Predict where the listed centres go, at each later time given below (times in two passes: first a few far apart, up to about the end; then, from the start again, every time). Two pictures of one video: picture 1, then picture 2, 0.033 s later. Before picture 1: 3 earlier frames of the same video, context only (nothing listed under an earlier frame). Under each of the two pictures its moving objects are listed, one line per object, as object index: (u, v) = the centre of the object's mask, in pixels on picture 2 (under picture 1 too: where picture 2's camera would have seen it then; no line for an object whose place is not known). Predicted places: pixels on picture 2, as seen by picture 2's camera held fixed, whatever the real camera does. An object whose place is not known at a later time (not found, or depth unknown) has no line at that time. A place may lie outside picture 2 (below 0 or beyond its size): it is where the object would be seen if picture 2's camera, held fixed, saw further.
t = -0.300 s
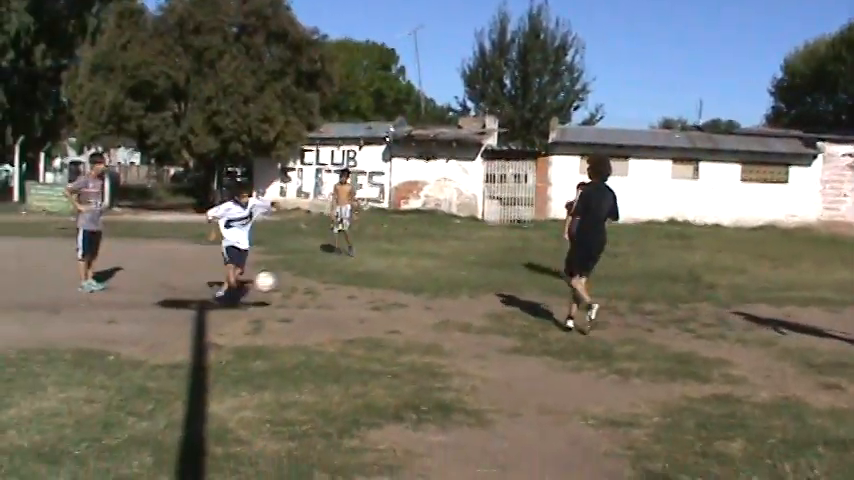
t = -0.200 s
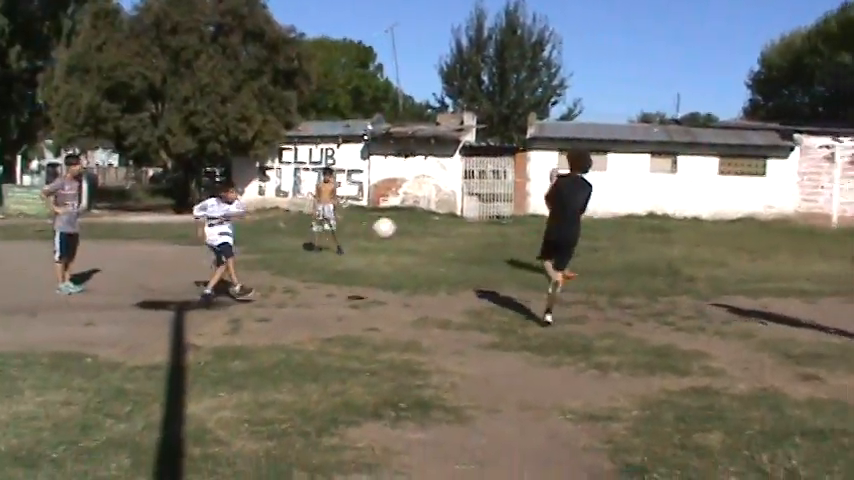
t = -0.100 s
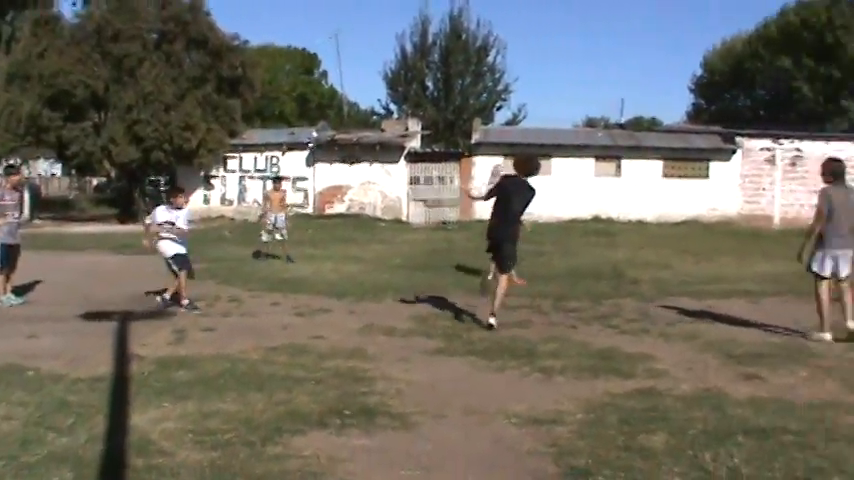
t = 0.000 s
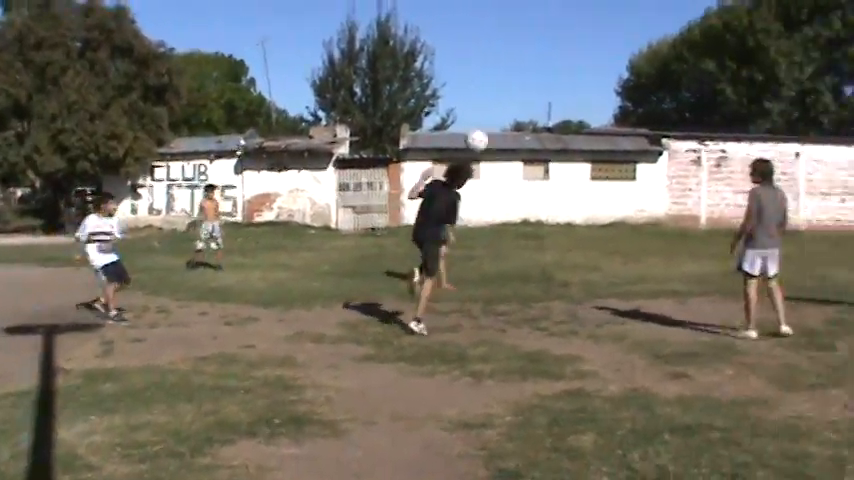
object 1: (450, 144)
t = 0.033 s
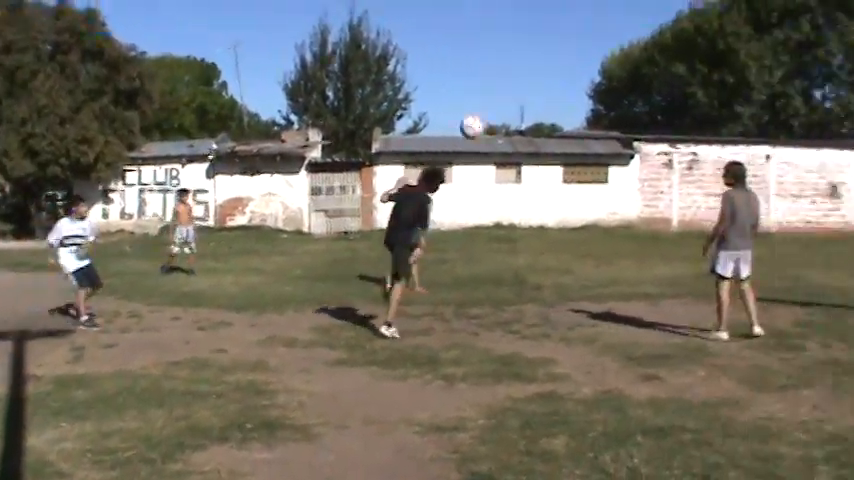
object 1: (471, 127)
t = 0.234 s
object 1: (627, 40)
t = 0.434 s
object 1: (825, -8)
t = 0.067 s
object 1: (495, 111)
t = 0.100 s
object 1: (519, 95)
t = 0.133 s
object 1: (543, 81)
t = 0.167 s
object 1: (569, 66)
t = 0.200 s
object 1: (598, 52)
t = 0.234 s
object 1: (627, 40)
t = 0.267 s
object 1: (657, 29)
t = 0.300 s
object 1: (689, 18)
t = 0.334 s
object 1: (721, 8)
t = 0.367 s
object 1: (756, 2)
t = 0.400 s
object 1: (791, -4)
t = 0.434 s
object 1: (825, -8)
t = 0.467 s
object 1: (864, -12)
